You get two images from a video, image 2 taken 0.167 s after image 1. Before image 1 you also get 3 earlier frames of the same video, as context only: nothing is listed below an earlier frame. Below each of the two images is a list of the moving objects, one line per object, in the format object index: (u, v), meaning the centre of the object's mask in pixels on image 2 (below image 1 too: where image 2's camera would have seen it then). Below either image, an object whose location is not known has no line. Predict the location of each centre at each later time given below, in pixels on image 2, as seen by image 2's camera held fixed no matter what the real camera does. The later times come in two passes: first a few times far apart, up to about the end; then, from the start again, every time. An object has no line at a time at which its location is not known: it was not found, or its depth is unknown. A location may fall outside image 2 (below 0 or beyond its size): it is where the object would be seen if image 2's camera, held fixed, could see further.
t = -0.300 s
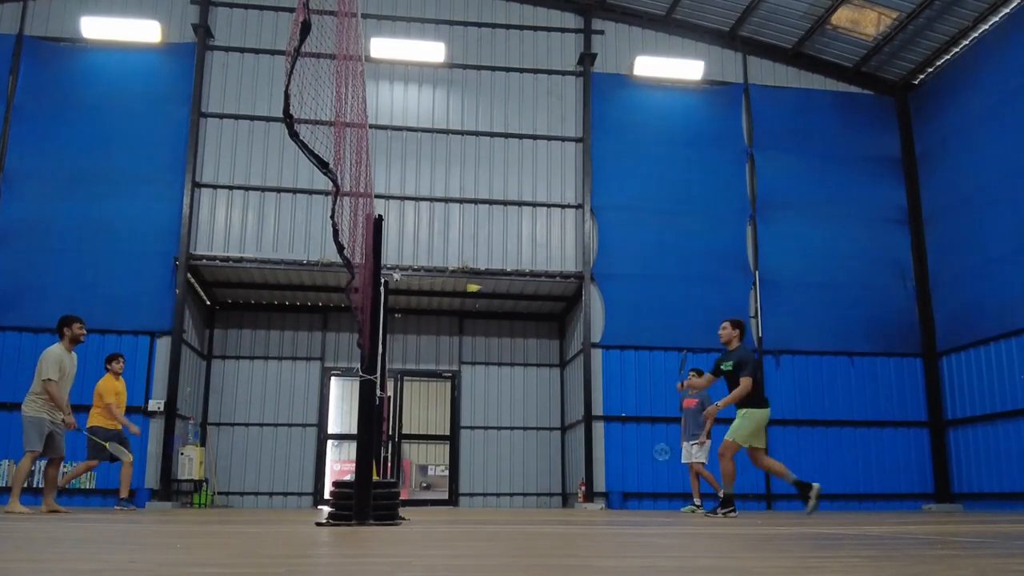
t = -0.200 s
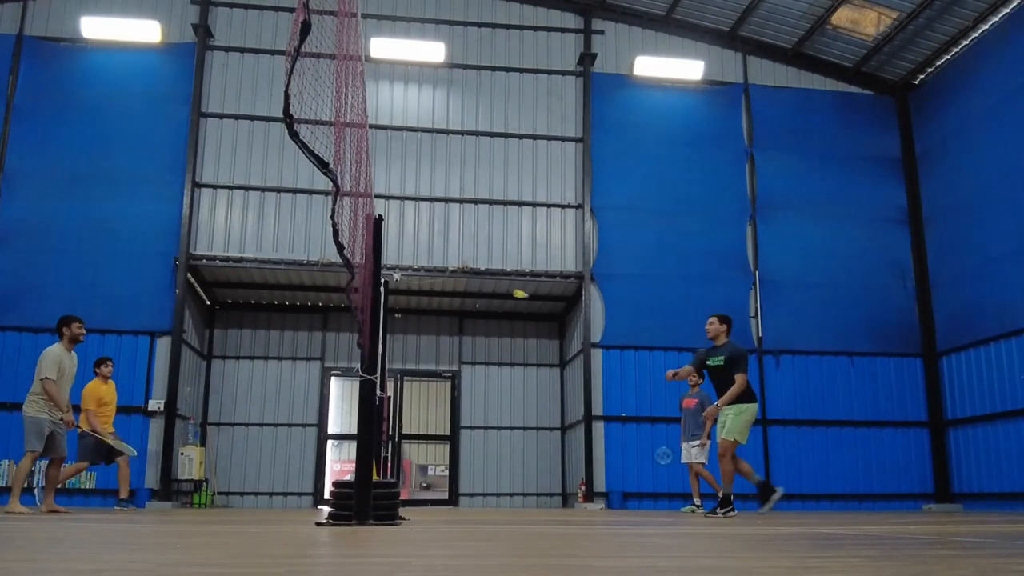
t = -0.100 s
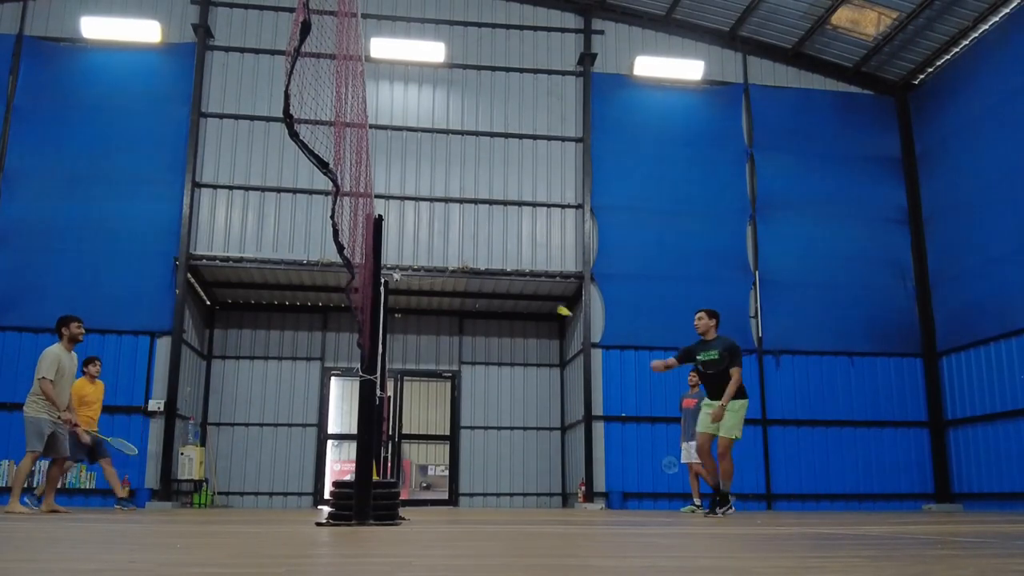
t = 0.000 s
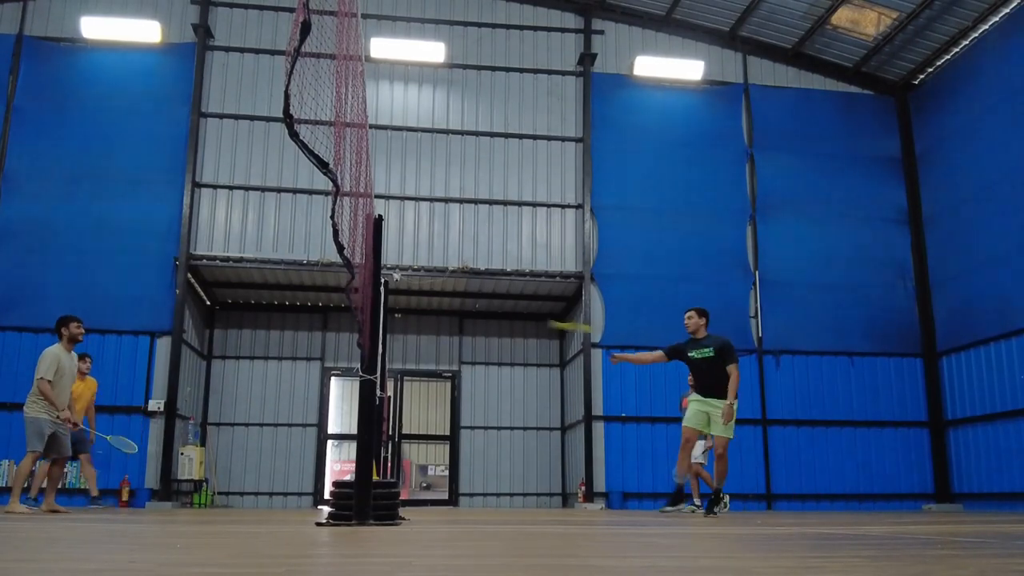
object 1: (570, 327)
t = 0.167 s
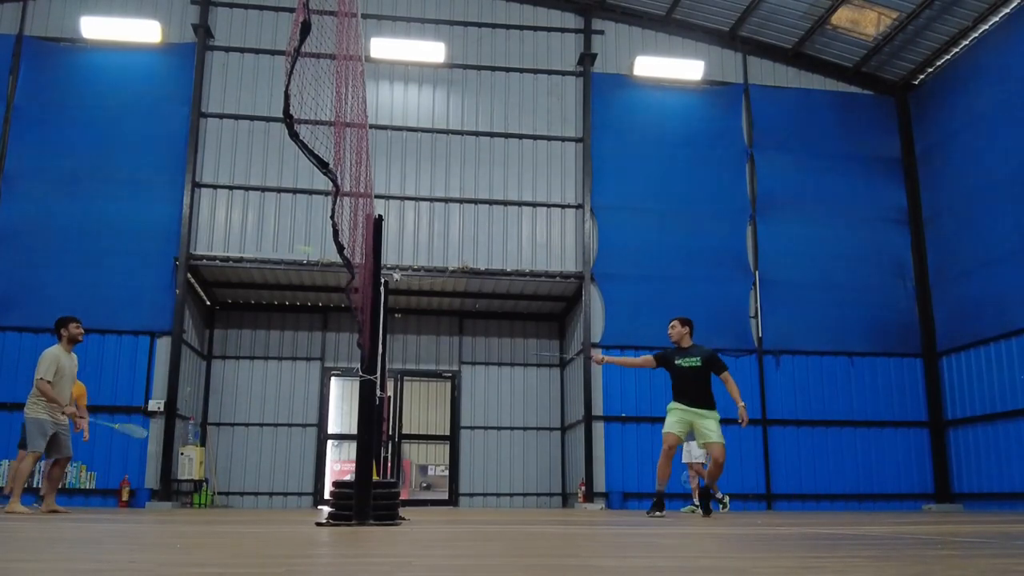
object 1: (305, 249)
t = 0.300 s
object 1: (198, 234)
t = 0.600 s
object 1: (63, 259)
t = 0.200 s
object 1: (274, 244)
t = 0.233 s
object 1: (246, 239)
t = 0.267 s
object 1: (222, 234)
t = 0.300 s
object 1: (198, 234)
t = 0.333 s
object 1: (179, 233)
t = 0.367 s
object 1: (160, 234)
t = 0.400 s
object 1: (143, 235)
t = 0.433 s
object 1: (128, 237)
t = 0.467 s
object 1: (113, 240)
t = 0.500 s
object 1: (100, 244)
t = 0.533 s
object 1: (87, 248)
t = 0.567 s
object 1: (74, 254)
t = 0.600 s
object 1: (63, 259)
